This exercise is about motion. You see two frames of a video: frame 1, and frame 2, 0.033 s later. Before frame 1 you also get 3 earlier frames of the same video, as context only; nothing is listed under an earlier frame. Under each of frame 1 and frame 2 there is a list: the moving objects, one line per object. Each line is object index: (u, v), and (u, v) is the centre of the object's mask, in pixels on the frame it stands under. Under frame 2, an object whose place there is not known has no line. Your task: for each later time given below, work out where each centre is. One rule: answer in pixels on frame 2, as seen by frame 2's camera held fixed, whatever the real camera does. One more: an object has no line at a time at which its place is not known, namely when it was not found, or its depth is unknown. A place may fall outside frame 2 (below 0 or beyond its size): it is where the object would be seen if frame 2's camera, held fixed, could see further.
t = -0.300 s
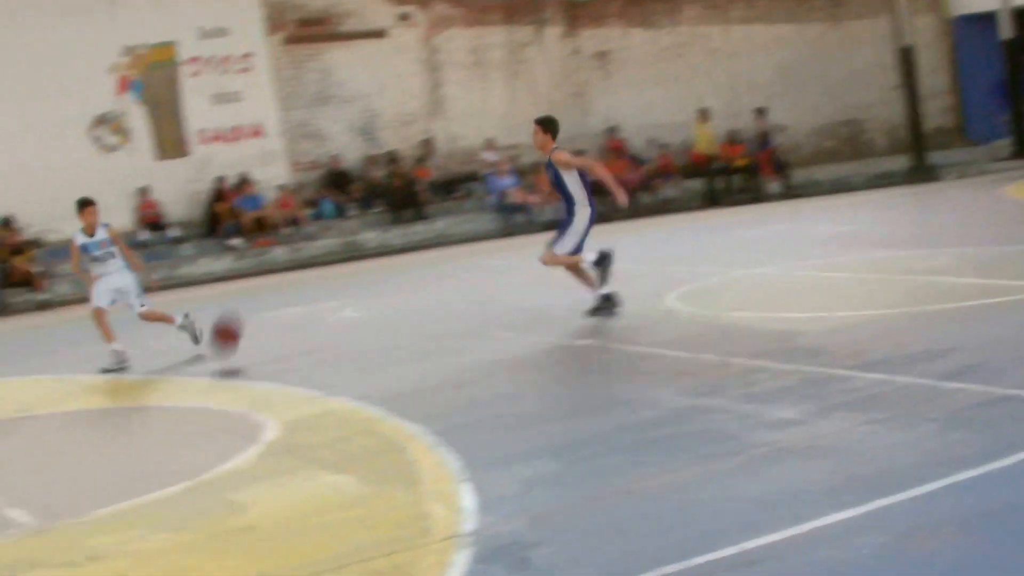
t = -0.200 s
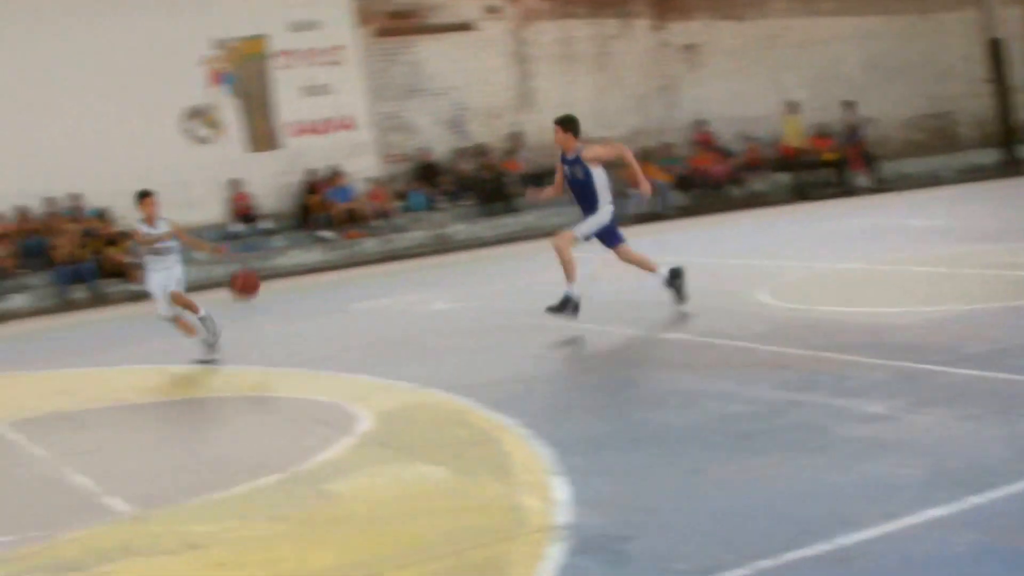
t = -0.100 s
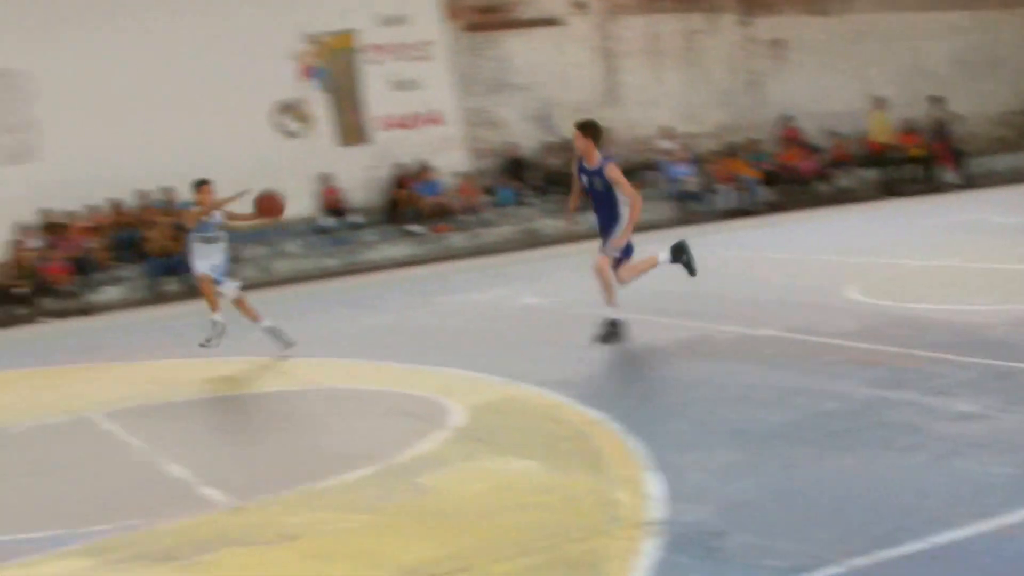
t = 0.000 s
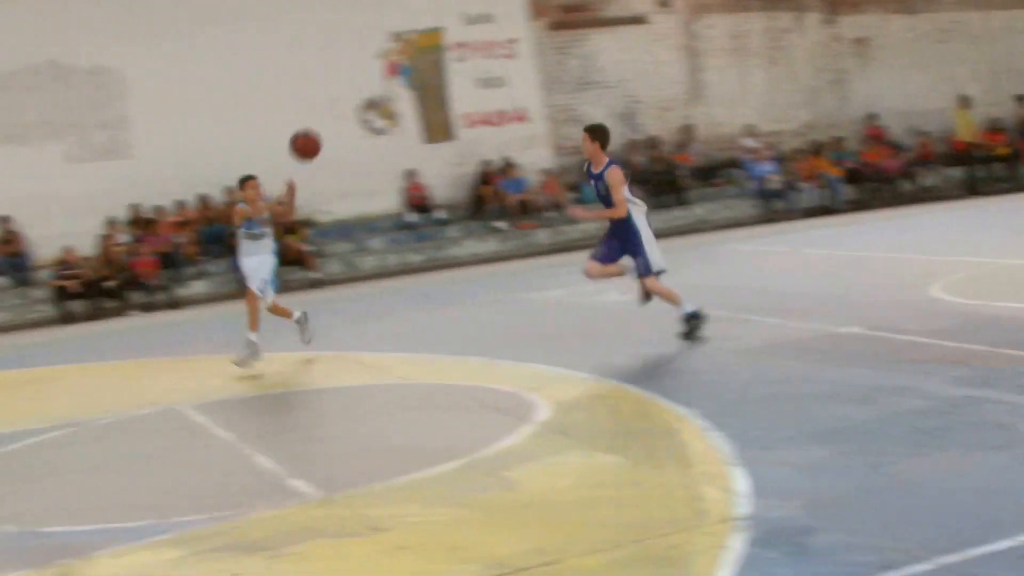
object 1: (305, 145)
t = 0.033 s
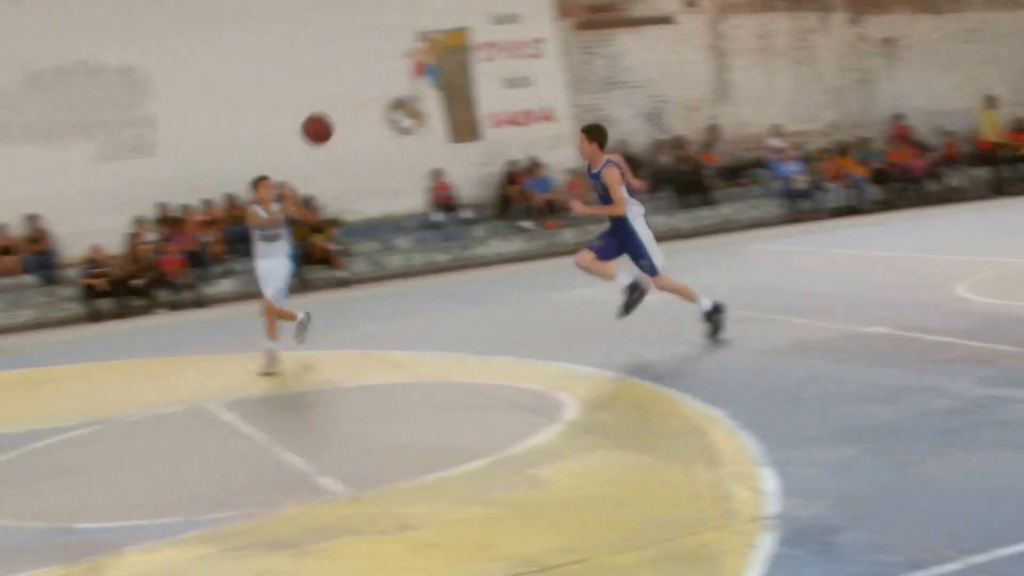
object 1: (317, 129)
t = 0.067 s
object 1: (310, 113)
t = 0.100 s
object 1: (302, 99)
